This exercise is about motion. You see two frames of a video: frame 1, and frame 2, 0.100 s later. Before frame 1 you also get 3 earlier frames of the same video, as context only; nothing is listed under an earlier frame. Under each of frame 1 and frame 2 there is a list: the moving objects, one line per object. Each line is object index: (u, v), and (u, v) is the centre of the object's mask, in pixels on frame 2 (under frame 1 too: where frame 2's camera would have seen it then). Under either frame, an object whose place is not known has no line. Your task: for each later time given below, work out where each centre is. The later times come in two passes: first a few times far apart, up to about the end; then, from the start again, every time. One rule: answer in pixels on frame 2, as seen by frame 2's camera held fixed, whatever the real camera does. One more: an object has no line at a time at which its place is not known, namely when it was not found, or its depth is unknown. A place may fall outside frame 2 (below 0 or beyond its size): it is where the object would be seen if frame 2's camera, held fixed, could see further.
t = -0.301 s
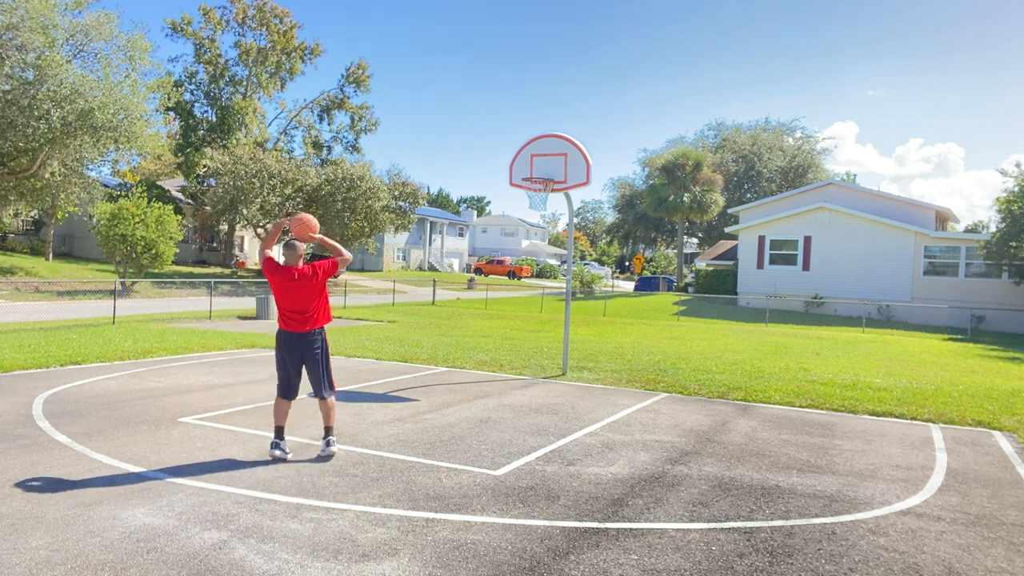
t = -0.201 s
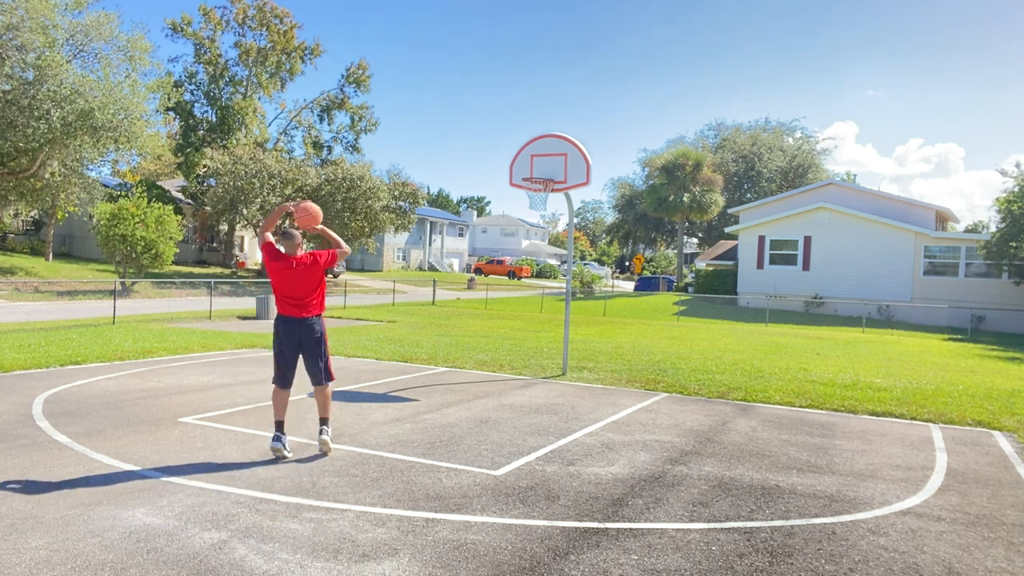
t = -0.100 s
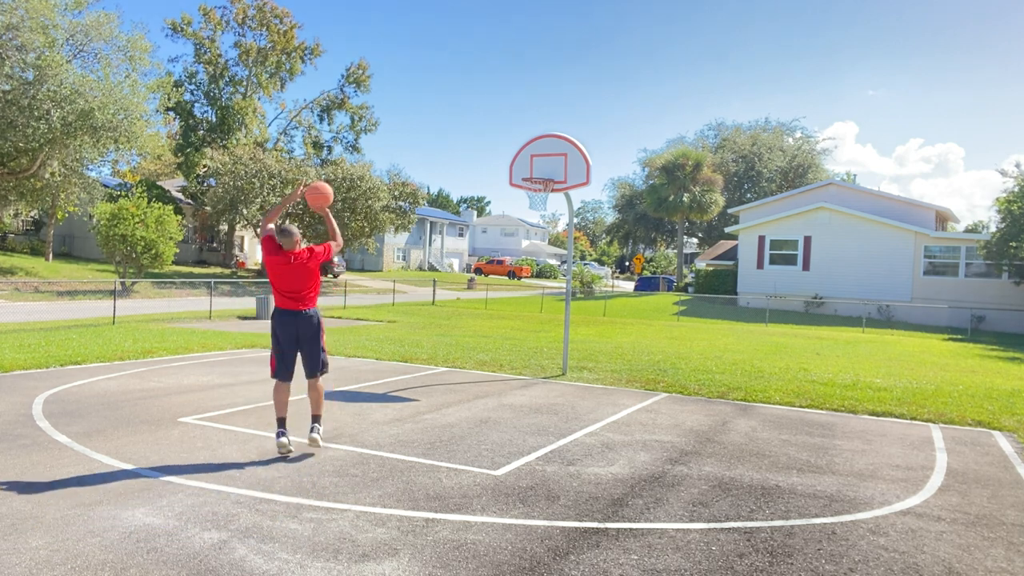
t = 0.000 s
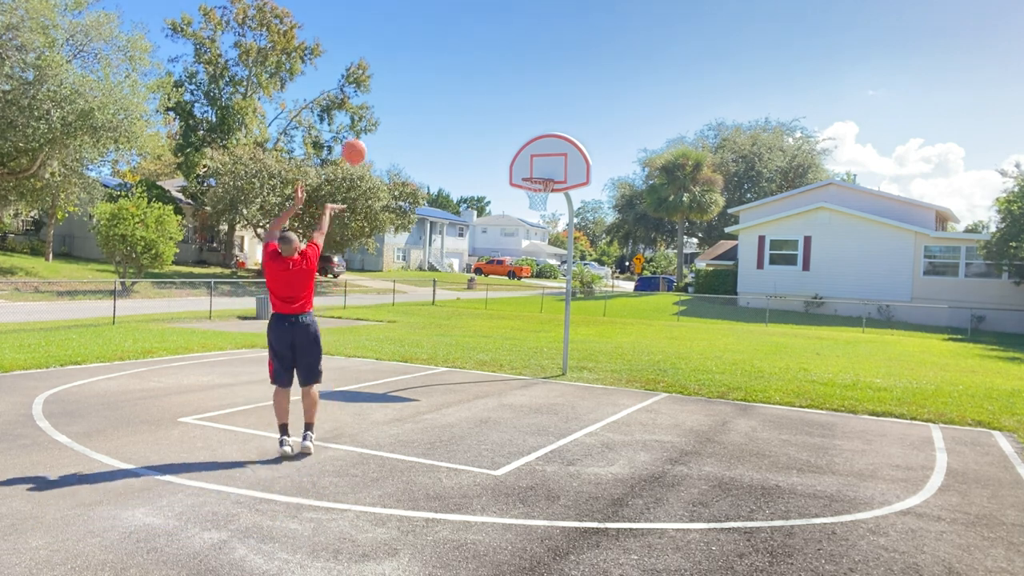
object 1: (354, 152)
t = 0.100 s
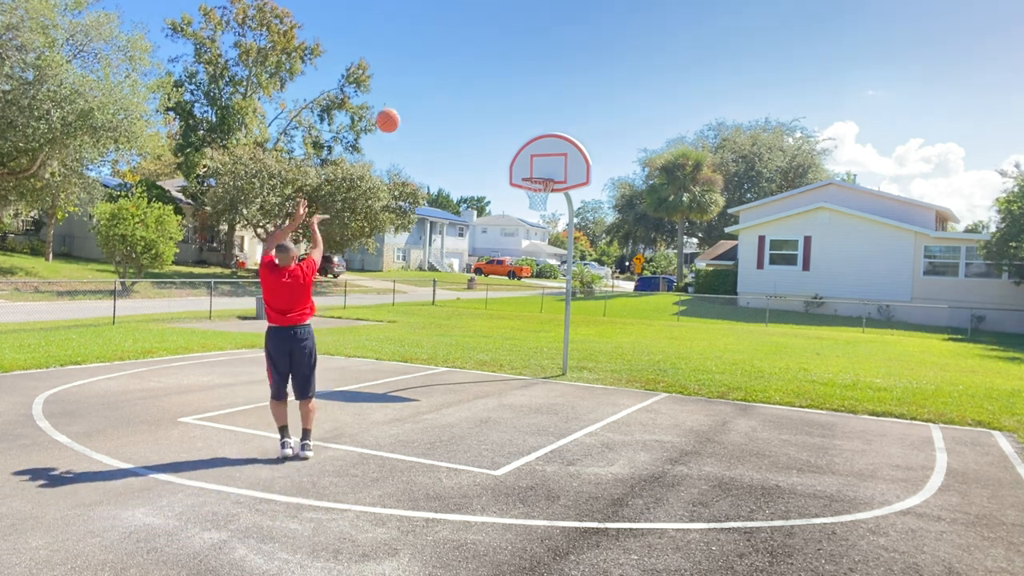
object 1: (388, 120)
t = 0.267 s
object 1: (434, 95)
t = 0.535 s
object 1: (491, 107)
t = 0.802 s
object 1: (531, 163)
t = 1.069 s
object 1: (539, 168)
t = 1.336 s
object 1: (566, 176)
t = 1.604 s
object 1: (570, 225)
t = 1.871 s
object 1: (571, 318)
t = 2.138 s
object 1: (573, 338)
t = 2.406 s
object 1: (579, 274)
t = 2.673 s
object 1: (582, 259)
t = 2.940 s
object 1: (584, 295)
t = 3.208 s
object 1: (584, 384)
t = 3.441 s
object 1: (593, 339)
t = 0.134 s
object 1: (398, 113)
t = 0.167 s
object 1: (408, 106)
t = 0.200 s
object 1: (417, 101)
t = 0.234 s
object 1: (426, 98)
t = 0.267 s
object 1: (434, 95)
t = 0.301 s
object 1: (442, 93)
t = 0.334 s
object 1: (450, 93)
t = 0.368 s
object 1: (458, 93)
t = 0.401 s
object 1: (465, 94)
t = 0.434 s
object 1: (472, 96)
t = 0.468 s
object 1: (478, 99)
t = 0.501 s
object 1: (485, 103)
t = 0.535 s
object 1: (491, 107)
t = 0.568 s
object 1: (497, 112)
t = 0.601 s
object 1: (502, 117)
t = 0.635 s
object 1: (508, 123)
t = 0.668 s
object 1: (513, 130)
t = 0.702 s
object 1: (517, 138)
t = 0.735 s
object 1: (523, 145)
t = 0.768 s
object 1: (527, 154)
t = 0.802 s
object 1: (531, 163)
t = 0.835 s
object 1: (536, 170)
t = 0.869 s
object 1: (539, 172)
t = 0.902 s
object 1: (543, 174)
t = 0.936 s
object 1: (538, 173)
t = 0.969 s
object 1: (533, 173)
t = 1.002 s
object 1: (531, 172)
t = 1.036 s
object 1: (535, 170)
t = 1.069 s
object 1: (539, 168)
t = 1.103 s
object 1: (541, 167)
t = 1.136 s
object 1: (545, 166)
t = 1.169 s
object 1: (549, 166)
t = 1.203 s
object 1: (552, 167)
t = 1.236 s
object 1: (555, 168)
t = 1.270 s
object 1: (558, 170)
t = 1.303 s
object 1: (562, 173)
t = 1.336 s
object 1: (566, 176)
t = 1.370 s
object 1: (568, 181)
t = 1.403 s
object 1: (569, 185)
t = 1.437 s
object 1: (569, 190)
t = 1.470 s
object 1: (569, 196)
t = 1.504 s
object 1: (569, 201)
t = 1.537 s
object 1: (570, 209)
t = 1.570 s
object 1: (570, 216)
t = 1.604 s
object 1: (570, 225)
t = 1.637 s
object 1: (570, 234)
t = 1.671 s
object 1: (570, 243)
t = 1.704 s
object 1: (570, 253)
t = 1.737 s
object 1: (570, 266)
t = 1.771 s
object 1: (570, 276)
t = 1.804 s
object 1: (570, 290)
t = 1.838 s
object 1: (570, 303)
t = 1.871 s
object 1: (571, 318)
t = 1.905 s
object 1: (571, 333)
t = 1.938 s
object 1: (570, 349)
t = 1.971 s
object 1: (570, 366)
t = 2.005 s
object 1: (570, 383)
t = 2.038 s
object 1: (571, 373)
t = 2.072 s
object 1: (571, 361)
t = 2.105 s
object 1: (572, 349)
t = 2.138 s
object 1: (573, 338)
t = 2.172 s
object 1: (574, 327)
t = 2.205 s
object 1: (574, 317)
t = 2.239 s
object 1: (575, 308)
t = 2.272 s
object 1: (576, 299)
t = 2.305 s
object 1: (577, 293)
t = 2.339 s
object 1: (578, 286)
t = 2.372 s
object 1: (578, 279)
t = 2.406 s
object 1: (579, 274)
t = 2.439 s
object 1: (579, 270)
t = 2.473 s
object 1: (579, 266)
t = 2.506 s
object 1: (580, 263)
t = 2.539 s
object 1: (581, 260)
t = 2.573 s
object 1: (581, 259)
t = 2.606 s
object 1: (581, 259)
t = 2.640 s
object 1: (581, 259)
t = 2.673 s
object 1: (582, 259)
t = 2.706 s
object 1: (582, 260)
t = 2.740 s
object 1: (582, 263)
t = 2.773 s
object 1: (583, 267)
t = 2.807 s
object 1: (583, 271)
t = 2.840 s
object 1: (583, 276)
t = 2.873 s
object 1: (583, 282)
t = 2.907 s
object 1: (584, 288)
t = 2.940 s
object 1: (584, 295)
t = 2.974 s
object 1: (584, 303)
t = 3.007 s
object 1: (584, 312)
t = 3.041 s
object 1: (584, 322)
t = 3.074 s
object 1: (584, 333)
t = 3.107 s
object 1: (584, 344)
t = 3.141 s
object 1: (584, 357)
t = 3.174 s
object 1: (584, 370)
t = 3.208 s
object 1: (584, 384)
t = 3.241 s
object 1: (584, 395)
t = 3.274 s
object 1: (585, 384)
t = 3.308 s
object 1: (587, 373)
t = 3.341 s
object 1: (589, 363)
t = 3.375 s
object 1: (590, 354)
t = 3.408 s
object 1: (592, 346)
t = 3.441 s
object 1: (593, 339)
